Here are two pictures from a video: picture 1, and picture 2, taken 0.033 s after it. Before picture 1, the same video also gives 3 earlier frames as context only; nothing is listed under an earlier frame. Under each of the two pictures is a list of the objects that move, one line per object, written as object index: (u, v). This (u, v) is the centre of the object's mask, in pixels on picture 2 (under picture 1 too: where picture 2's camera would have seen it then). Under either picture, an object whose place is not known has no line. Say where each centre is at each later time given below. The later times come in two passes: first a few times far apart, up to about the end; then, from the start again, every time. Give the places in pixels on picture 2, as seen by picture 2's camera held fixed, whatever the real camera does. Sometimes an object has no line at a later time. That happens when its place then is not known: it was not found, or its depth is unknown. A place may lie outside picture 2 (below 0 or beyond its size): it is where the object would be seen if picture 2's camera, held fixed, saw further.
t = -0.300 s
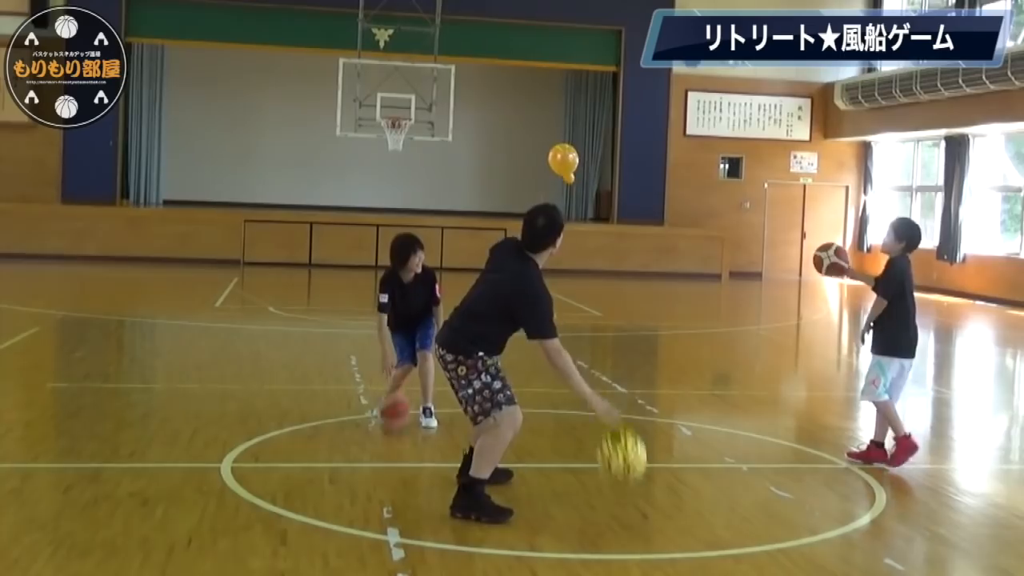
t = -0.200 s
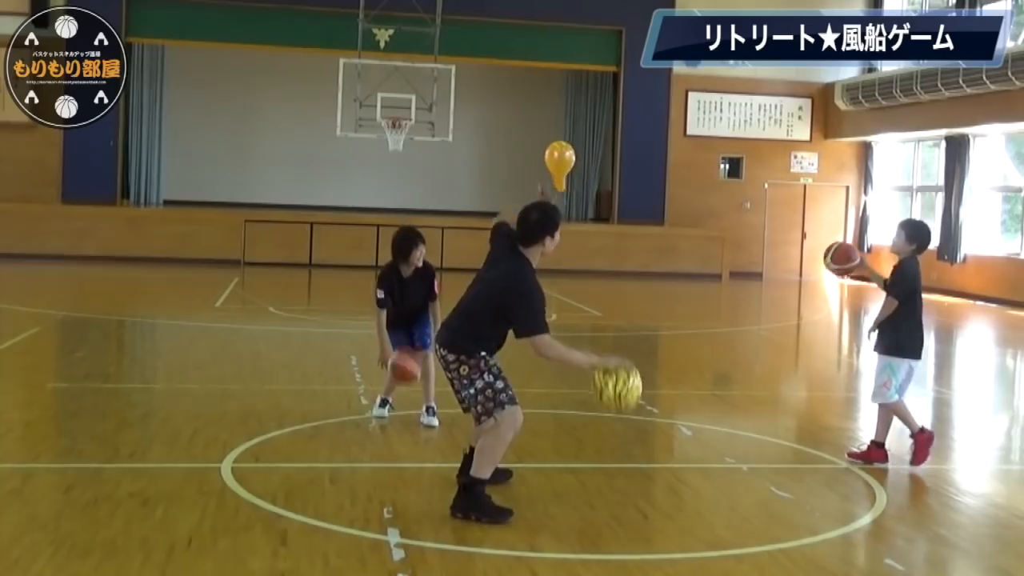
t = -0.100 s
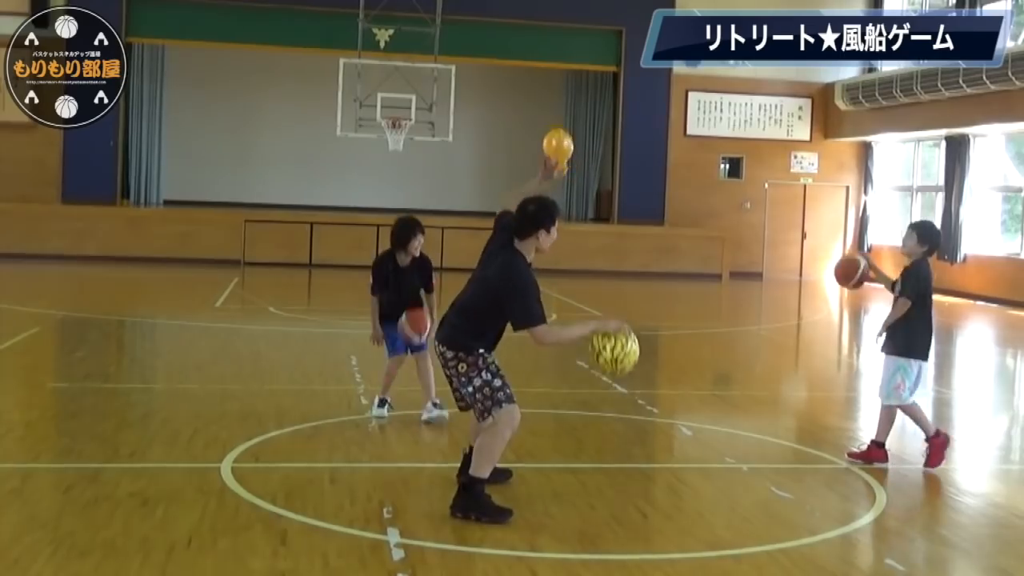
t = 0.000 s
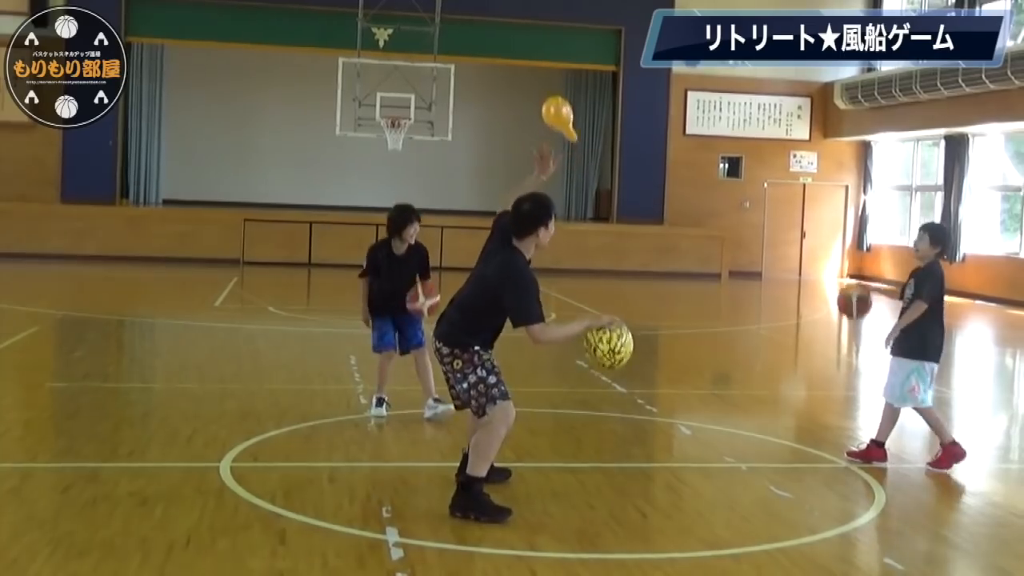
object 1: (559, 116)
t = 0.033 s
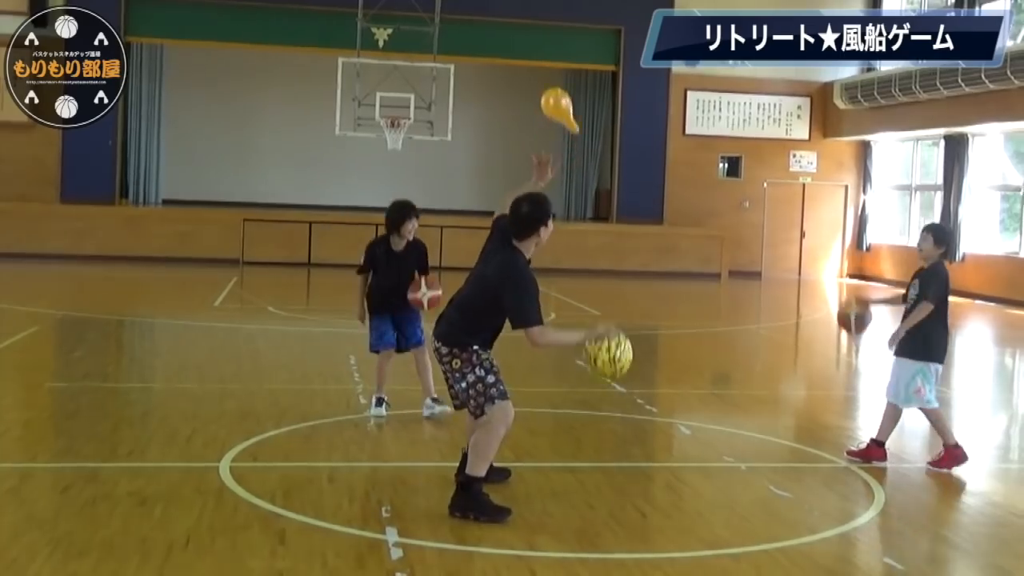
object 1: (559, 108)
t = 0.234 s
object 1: (557, 76)
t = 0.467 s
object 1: (550, 66)
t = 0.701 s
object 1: (544, 80)
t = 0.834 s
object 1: (541, 97)
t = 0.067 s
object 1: (559, 101)
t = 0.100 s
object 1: (559, 94)
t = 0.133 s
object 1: (559, 89)
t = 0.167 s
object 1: (558, 84)
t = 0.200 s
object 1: (557, 80)
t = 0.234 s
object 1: (557, 76)
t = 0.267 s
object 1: (556, 73)
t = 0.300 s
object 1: (555, 71)
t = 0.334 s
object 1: (554, 69)
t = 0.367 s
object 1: (553, 67)
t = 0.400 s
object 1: (552, 67)
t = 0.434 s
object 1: (551, 66)
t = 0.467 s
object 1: (550, 66)
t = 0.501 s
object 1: (550, 67)
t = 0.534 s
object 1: (549, 68)
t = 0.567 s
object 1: (548, 69)
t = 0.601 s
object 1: (547, 71)
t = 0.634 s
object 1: (546, 74)
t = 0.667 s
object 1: (545, 77)
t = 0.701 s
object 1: (544, 80)
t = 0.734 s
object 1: (543, 84)
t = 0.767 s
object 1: (542, 88)
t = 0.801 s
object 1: (541, 93)
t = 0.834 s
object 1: (541, 97)
